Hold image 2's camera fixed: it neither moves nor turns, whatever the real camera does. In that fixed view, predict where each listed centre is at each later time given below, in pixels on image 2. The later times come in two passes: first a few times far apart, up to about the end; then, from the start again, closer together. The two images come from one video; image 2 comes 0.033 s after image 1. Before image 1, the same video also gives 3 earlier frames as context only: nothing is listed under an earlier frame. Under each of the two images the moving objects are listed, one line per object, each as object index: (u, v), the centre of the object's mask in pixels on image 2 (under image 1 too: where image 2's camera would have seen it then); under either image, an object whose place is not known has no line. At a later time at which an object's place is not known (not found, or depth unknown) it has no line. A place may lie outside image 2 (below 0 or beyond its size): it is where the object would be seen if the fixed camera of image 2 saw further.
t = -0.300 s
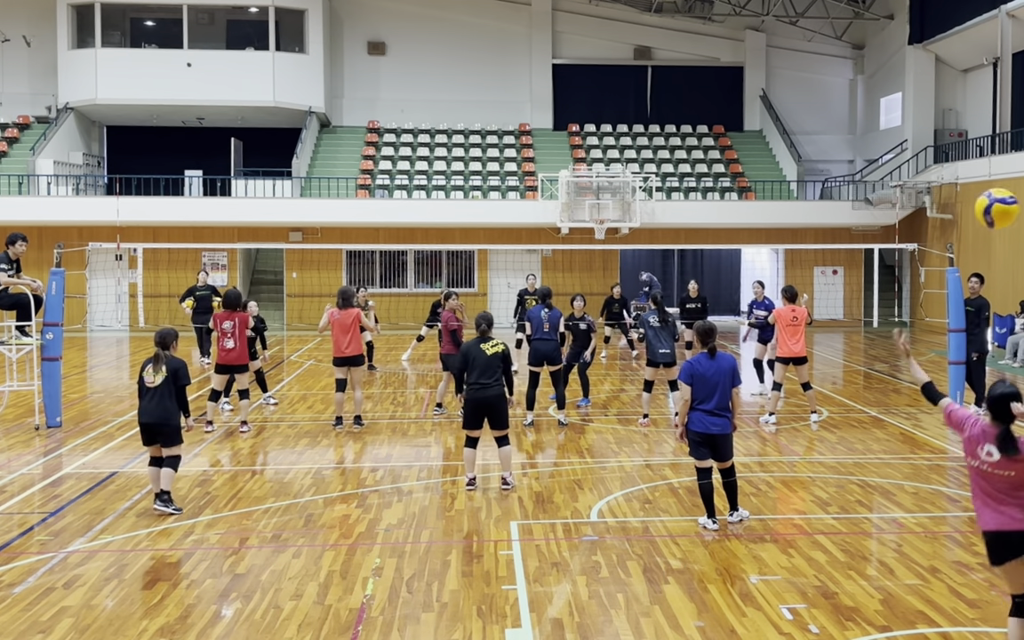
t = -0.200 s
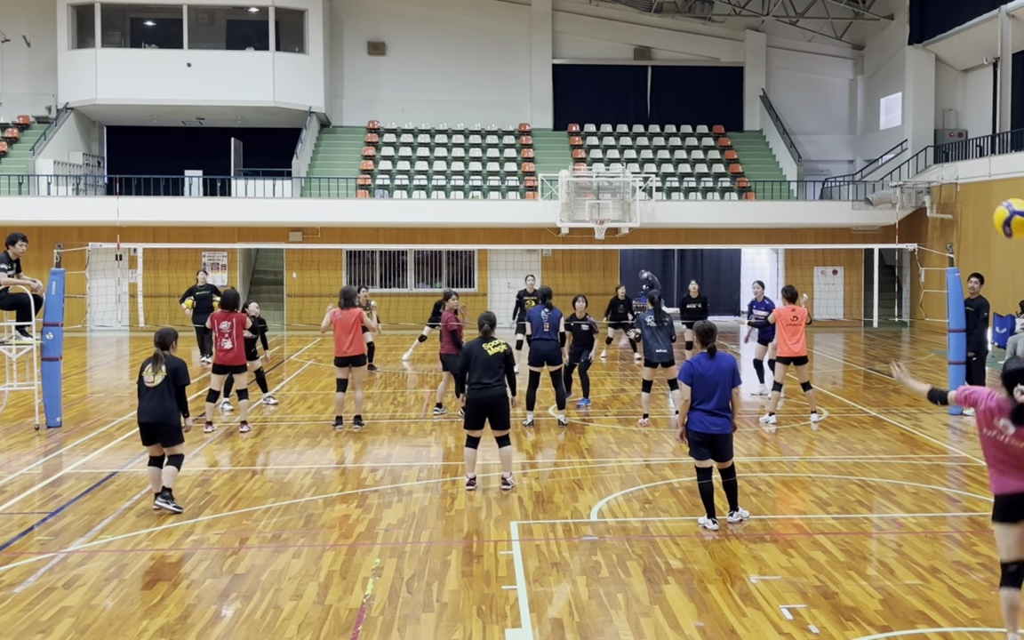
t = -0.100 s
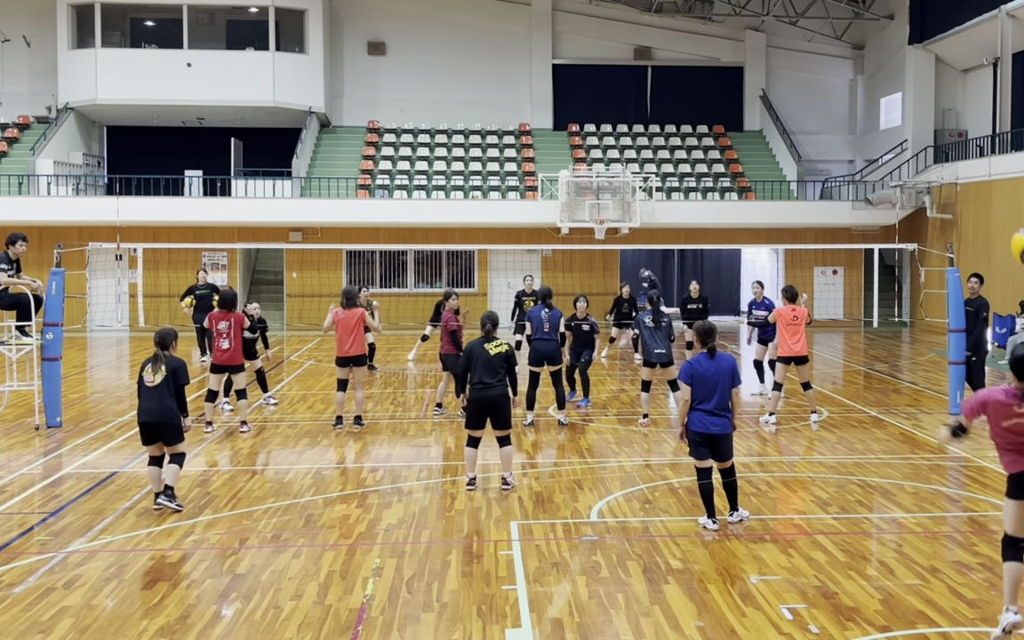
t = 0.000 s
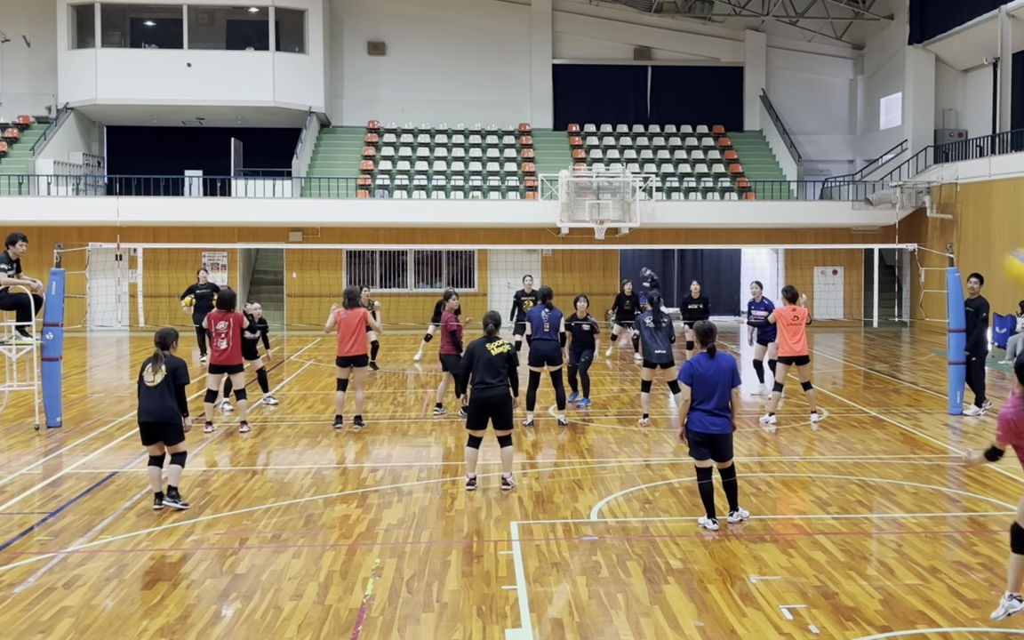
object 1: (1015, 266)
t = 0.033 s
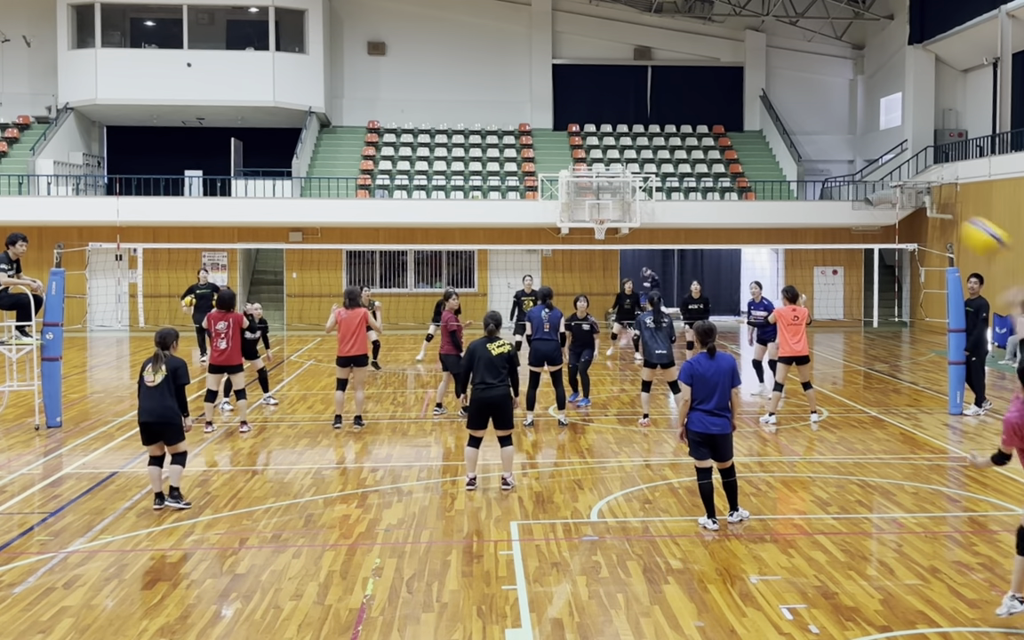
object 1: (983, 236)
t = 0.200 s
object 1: (813, 133)
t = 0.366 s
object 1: (699, 97)
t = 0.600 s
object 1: (591, 106)
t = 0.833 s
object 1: (512, 153)
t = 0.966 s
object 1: (478, 191)
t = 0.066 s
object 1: (943, 208)
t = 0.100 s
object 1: (907, 186)
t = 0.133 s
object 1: (871, 164)
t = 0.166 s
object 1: (841, 147)
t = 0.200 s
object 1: (813, 133)
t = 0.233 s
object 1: (787, 122)
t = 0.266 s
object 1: (763, 112)
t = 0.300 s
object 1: (738, 105)
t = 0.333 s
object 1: (718, 100)
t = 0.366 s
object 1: (699, 97)
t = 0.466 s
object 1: (648, 93)
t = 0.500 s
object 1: (632, 95)
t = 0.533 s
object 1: (618, 97)
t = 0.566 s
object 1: (604, 101)
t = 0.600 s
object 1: (591, 106)
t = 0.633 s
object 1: (578, 111)
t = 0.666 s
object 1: (566, 117)
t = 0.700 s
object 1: (555, 122)
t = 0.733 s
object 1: (542, 130)
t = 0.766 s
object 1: (531, 137)
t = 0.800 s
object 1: (522, 145)
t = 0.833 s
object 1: (512, 153)
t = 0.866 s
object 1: (502, 162)
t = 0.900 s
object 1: (493, 170)
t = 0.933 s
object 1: (485, 181)
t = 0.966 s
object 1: (478, 191)
